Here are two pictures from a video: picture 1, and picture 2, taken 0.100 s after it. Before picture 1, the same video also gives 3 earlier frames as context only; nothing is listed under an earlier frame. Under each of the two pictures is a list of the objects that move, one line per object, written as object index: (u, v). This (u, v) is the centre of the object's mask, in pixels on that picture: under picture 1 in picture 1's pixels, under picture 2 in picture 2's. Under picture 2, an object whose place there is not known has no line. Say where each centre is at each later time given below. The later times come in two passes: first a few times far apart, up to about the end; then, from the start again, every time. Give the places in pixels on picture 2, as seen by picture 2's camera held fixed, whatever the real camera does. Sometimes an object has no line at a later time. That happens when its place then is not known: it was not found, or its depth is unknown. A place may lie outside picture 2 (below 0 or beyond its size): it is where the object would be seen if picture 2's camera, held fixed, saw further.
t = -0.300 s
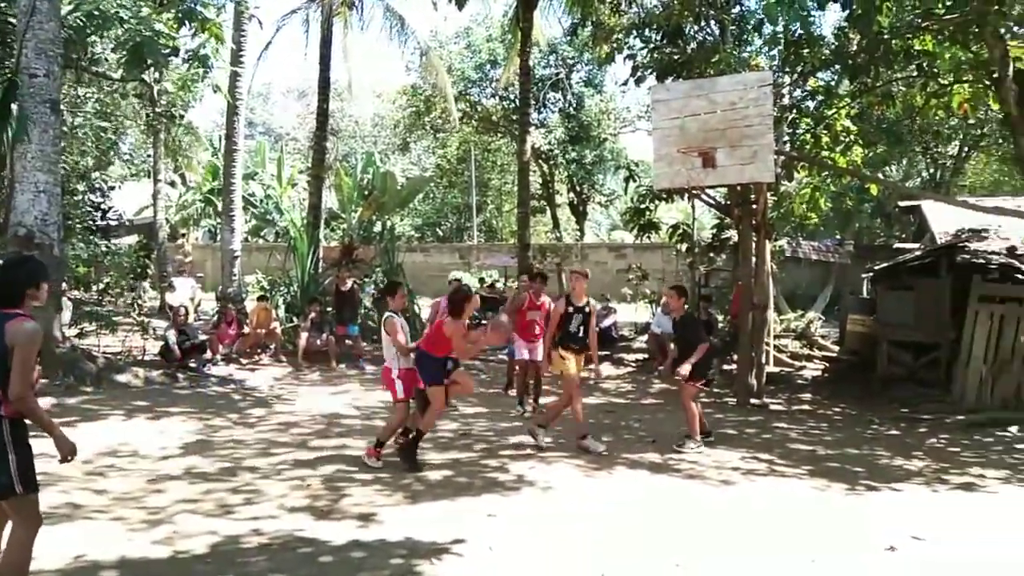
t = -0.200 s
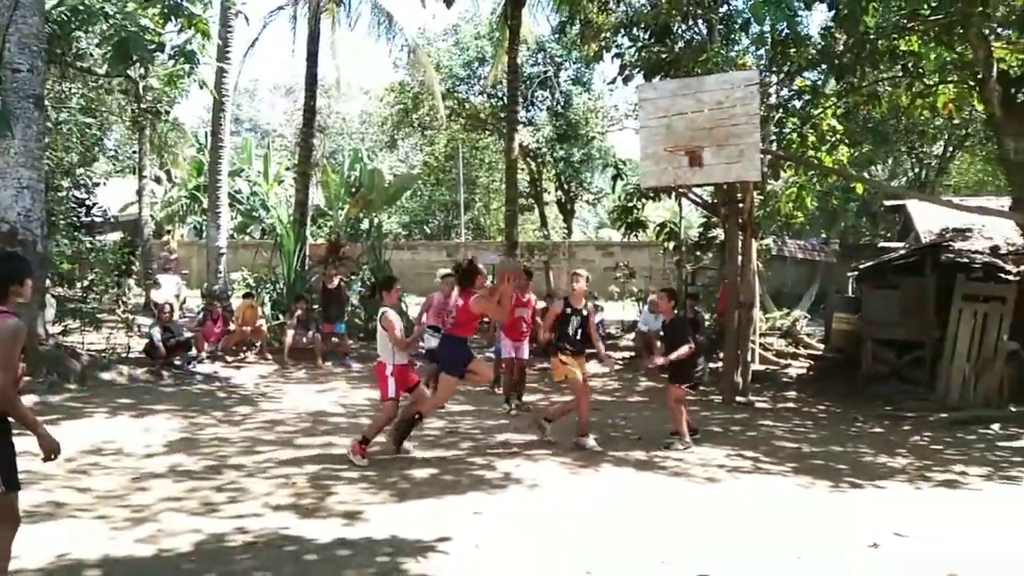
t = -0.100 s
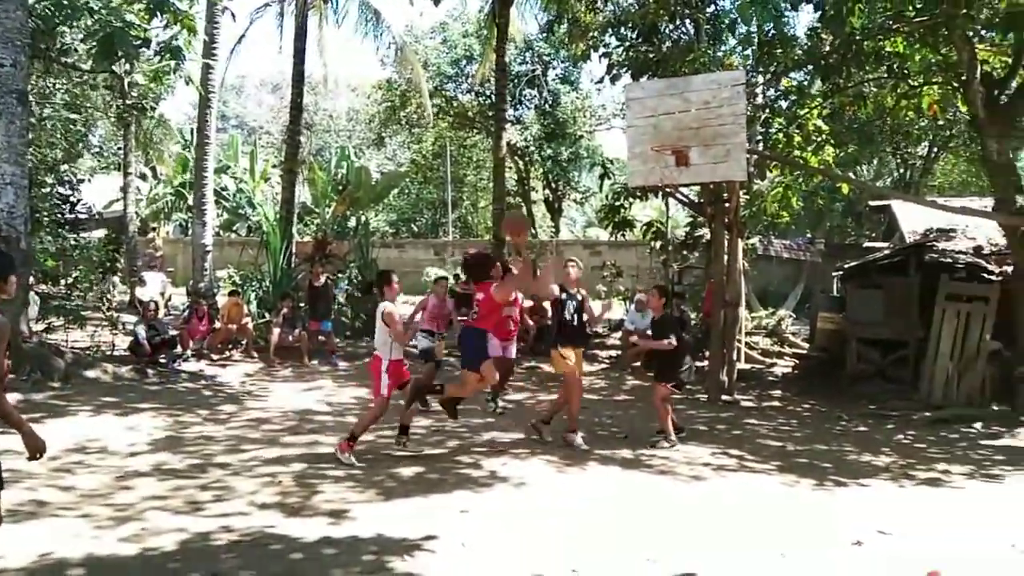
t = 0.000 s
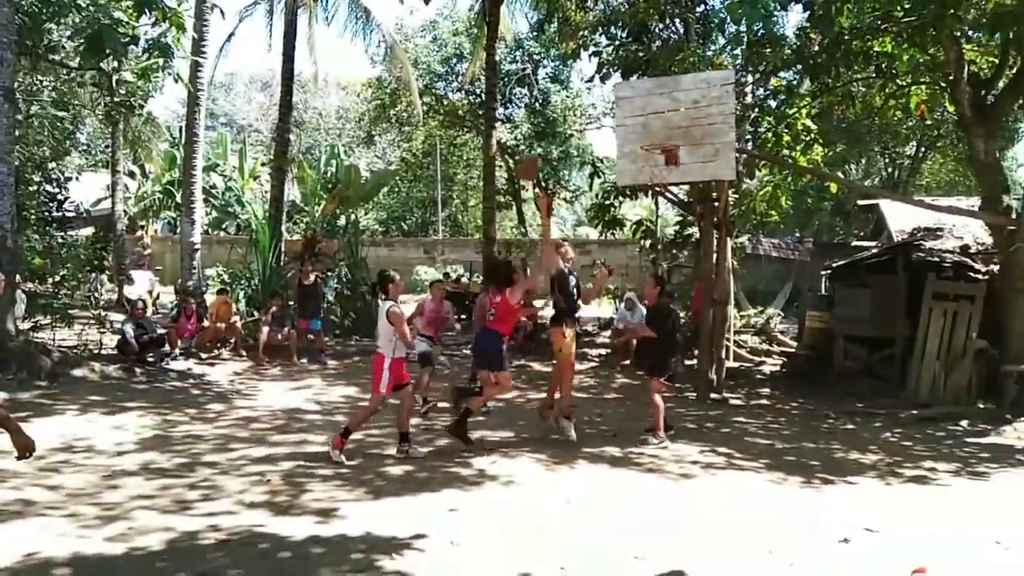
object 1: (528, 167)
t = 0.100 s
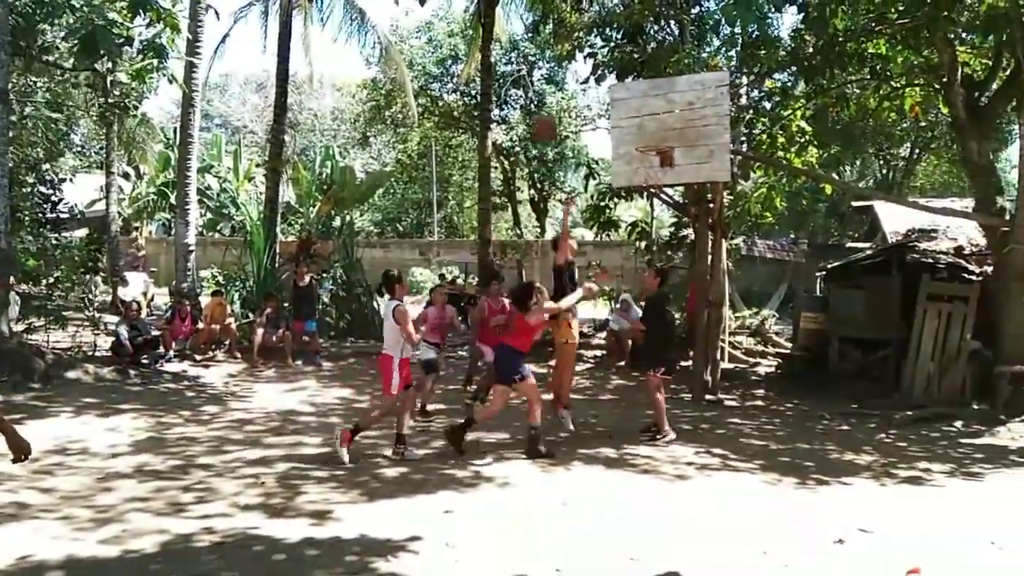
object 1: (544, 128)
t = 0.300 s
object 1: (581, 82)
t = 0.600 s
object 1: (628, 97)
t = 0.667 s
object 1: (638, 112)
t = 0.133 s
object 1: (551, 116)
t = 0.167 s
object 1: (556, 107)
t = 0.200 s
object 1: (563, 99)
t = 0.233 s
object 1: (569, 91)
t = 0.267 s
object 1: (574, 87)
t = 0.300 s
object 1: (581, 82)
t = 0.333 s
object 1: (586, 79)
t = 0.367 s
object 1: (592, 77)
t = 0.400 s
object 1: (598, 76)
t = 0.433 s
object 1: (603, 77)
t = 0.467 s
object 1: (608, 79)
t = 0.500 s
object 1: (612, 81)
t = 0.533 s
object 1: (619, 87)
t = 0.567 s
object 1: (623, 91)
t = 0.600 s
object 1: (628, 97)
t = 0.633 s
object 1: (633, 105)
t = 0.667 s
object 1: (638, 112)
